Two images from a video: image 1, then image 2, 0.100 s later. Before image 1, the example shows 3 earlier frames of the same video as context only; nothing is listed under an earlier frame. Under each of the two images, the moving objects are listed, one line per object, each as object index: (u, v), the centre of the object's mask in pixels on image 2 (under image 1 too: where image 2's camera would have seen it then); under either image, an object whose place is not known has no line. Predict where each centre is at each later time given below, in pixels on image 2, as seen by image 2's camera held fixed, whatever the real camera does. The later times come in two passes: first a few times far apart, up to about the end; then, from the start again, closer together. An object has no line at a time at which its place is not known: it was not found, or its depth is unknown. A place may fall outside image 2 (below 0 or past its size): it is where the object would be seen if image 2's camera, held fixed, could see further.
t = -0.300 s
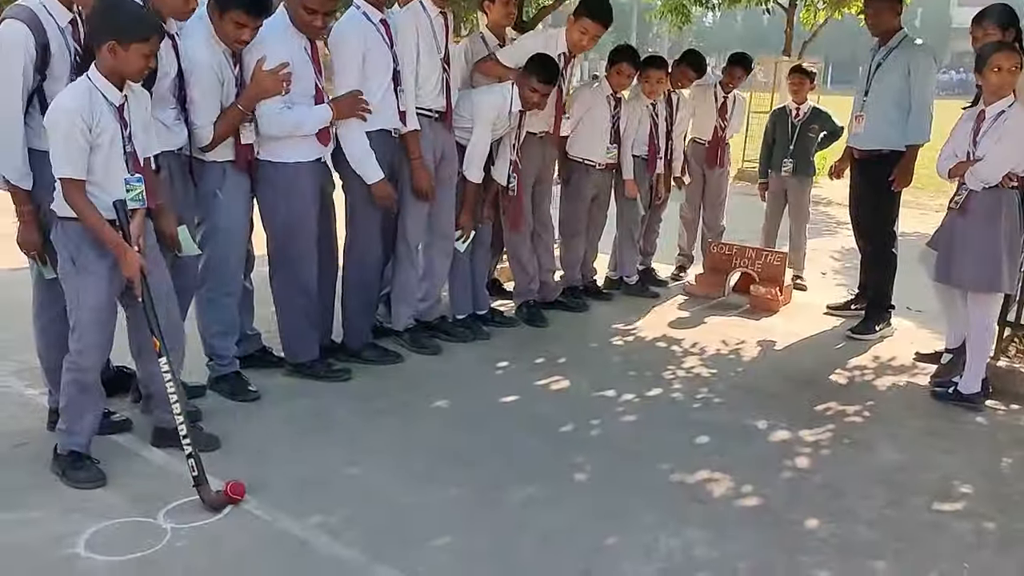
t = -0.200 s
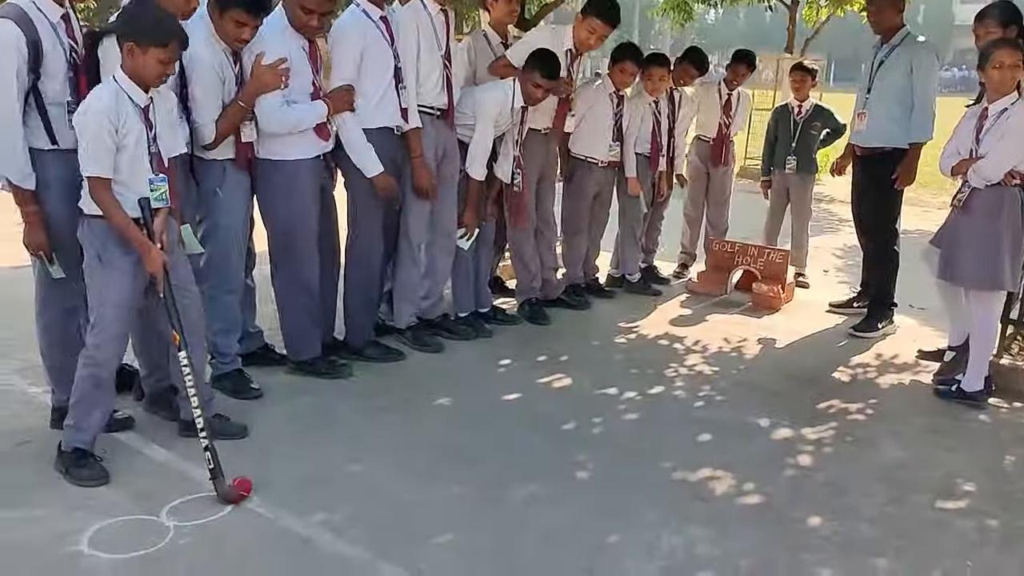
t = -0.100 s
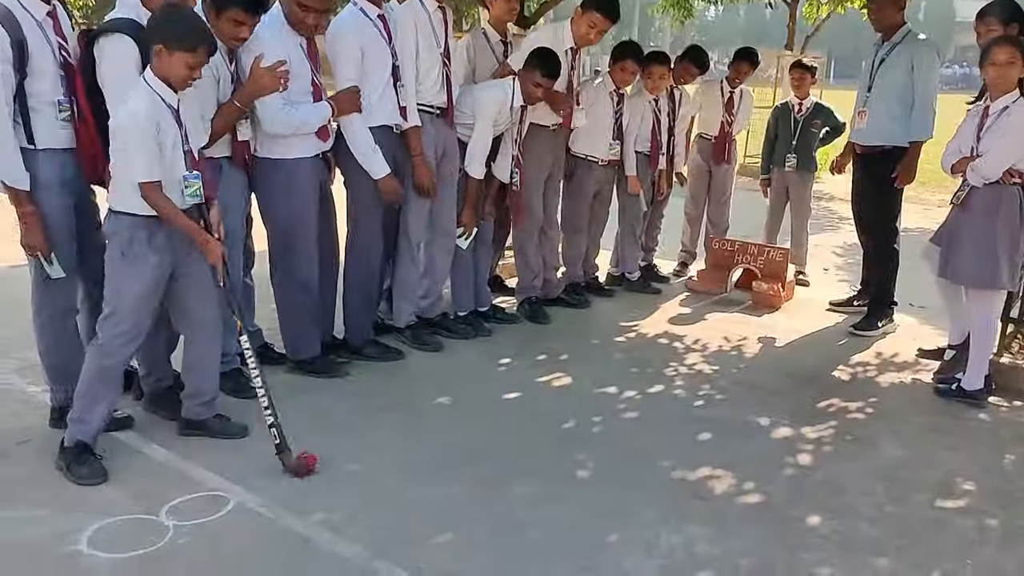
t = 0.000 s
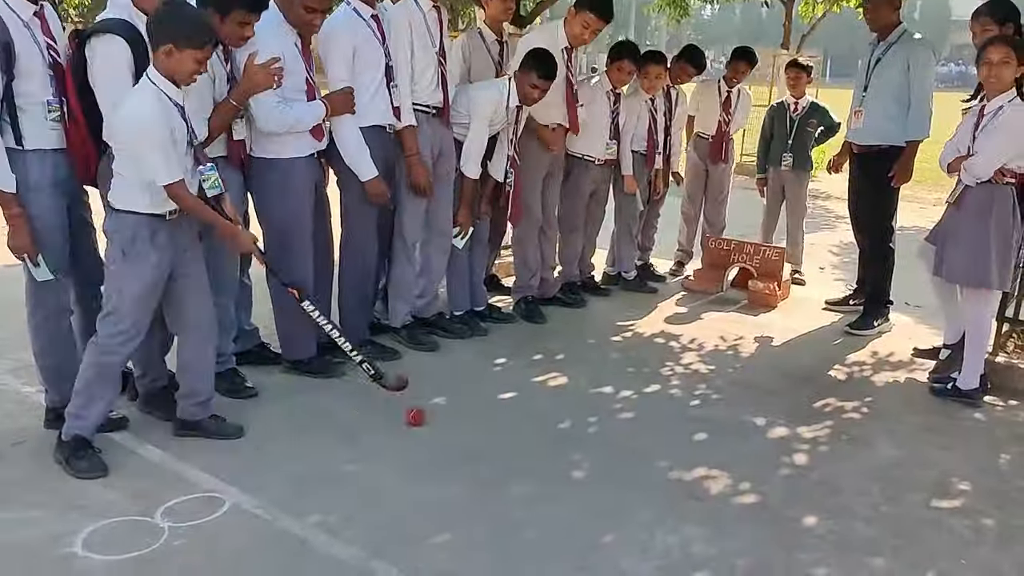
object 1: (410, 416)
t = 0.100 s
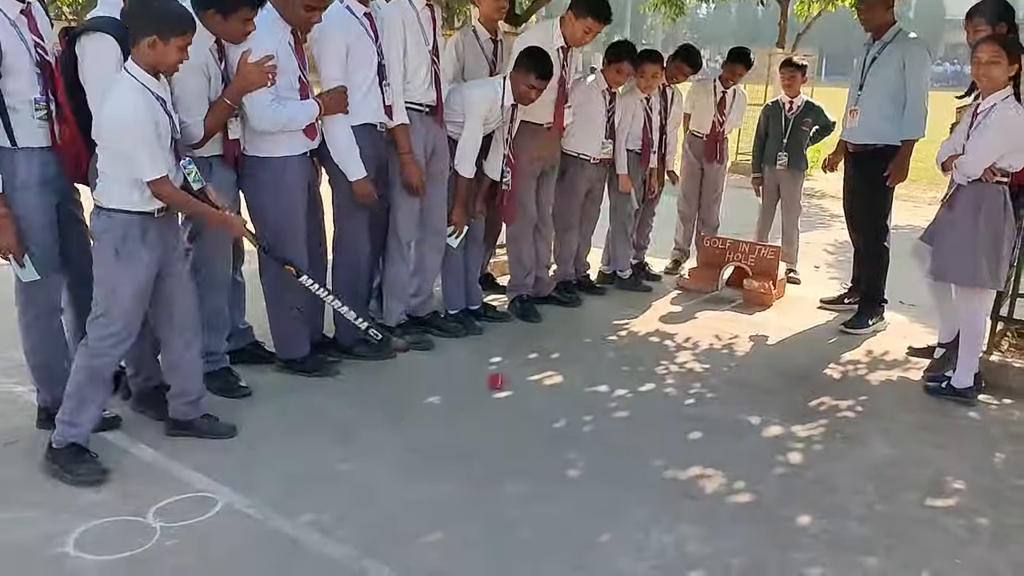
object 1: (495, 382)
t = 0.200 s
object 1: (564, 353)
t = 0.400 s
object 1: (670, 311)
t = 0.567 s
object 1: (730, 287)
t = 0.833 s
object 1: (729, 292)
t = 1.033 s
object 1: (724, 311)
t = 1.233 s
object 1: (722, 323)
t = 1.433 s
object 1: (716, 334)
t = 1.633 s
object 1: (712, 343)
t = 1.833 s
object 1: (713, 351)
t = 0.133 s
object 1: (520, 372)
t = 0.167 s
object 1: (543, 362)
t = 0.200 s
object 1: (564, 353)
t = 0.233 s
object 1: (585, 345)
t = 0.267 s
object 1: (604, 339)
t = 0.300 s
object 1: (622, 330)
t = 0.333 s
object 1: (638, 325)
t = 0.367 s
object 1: (655, 319)
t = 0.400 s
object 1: (670, 311)
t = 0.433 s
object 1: (684, 306)
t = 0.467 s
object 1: (697, 301)
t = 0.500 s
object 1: (710, 295)
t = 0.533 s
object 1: (722, 287)
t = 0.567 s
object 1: (730, 287)
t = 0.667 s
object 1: (730, 288)
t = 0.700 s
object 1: (730, 288)
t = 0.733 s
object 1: (730, 288)
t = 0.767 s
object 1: (730, 292)
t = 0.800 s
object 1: (730, 291)
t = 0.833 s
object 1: (729, 292)
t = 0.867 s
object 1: (727, 298)
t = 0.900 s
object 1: (727, 302)
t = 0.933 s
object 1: (726, 304)
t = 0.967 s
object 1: (726, 307)
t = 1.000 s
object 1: (725, 309)
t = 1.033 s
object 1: (724, 311)
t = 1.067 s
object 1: (724, 313)
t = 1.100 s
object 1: (723, 314)
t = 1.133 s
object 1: (723, 316)
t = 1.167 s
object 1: (722, 317)
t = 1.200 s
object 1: (721, 321)
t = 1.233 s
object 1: (722, 323)
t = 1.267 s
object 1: (721, 326)
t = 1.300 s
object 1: (720, 328)
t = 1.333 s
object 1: (719, 329)
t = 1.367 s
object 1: (718, 331)
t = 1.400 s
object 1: (717, 333)
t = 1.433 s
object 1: (716, 334)
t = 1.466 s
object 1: (715, 336)
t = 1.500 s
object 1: (714, 337)
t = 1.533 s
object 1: (713, 338)
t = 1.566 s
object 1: (713, 340)
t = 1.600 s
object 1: (713, 342)
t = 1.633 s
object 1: (712, 343)
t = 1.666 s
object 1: (712, 344)
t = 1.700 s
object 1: (712, 346)
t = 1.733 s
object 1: (712, 348)
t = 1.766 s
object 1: (712, 349)
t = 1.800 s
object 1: (712, 350)
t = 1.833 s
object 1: (713, 351)
